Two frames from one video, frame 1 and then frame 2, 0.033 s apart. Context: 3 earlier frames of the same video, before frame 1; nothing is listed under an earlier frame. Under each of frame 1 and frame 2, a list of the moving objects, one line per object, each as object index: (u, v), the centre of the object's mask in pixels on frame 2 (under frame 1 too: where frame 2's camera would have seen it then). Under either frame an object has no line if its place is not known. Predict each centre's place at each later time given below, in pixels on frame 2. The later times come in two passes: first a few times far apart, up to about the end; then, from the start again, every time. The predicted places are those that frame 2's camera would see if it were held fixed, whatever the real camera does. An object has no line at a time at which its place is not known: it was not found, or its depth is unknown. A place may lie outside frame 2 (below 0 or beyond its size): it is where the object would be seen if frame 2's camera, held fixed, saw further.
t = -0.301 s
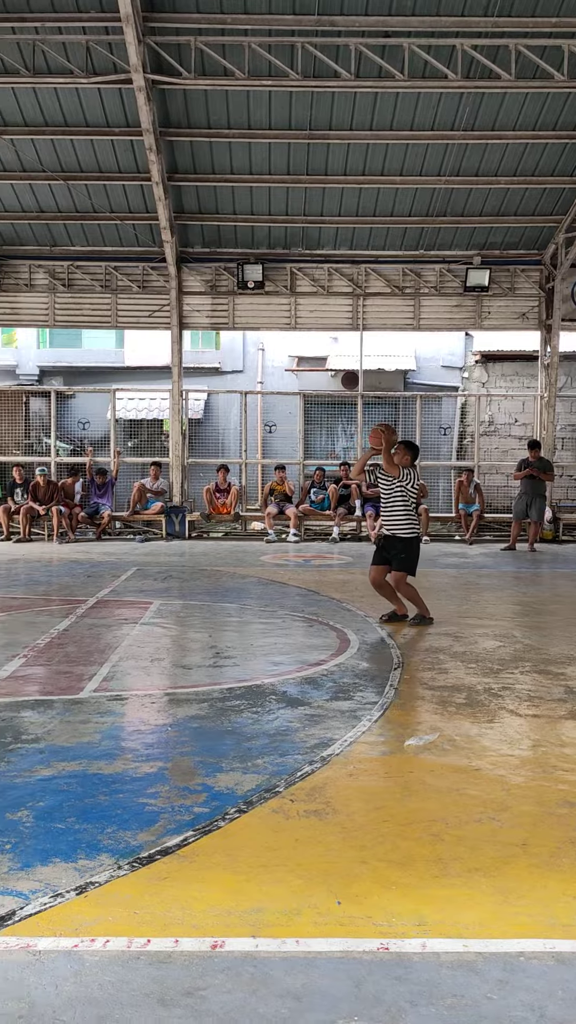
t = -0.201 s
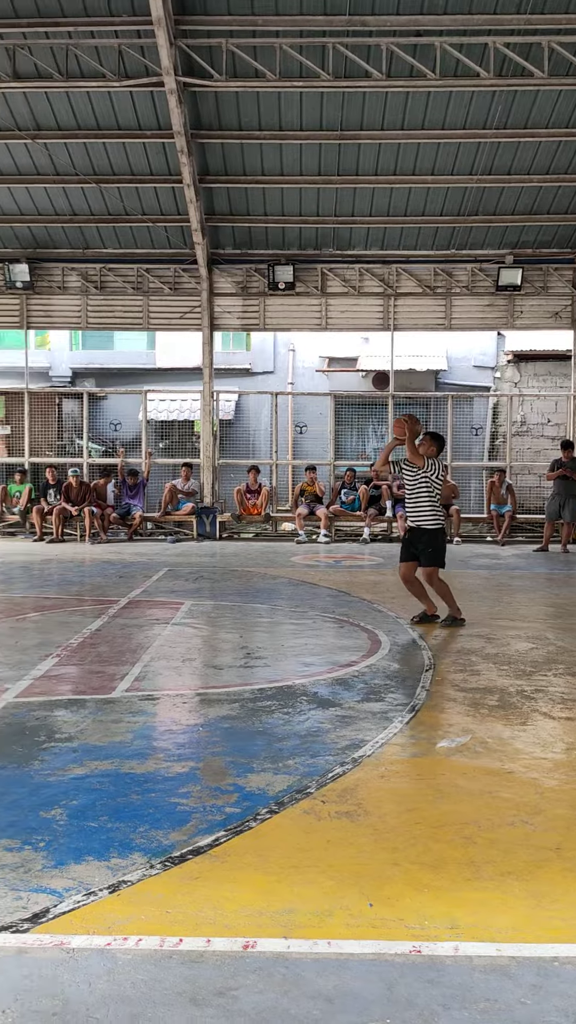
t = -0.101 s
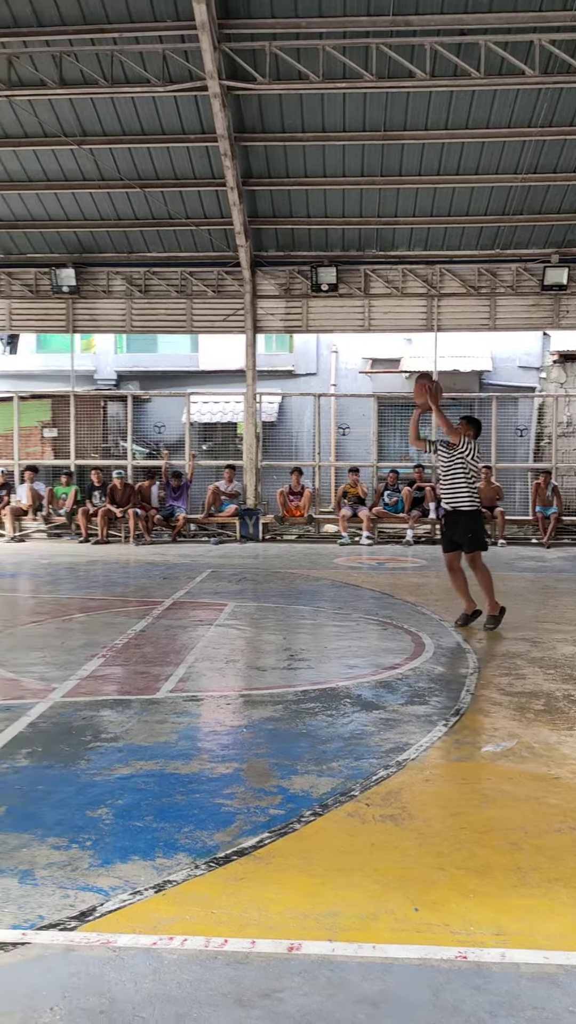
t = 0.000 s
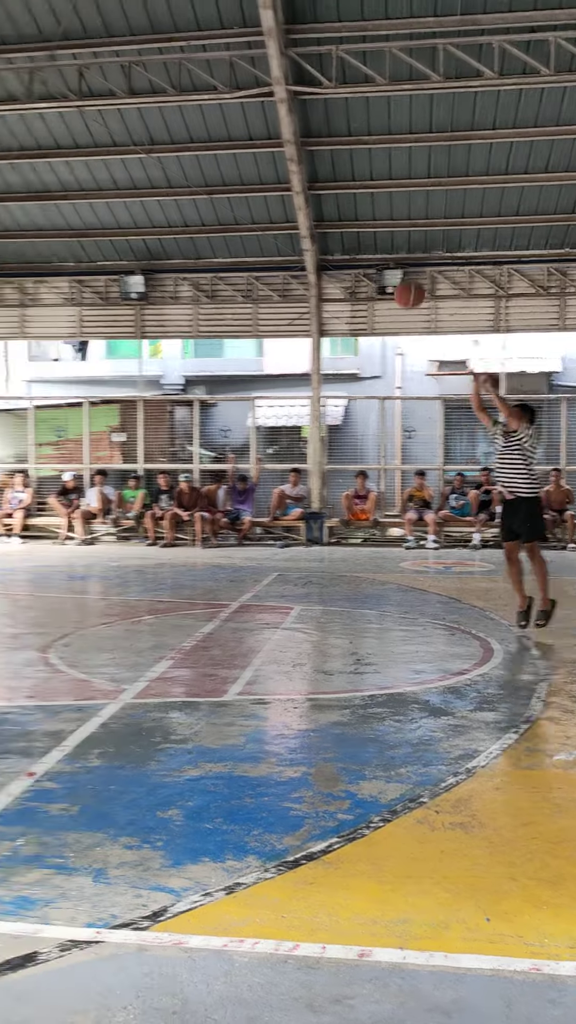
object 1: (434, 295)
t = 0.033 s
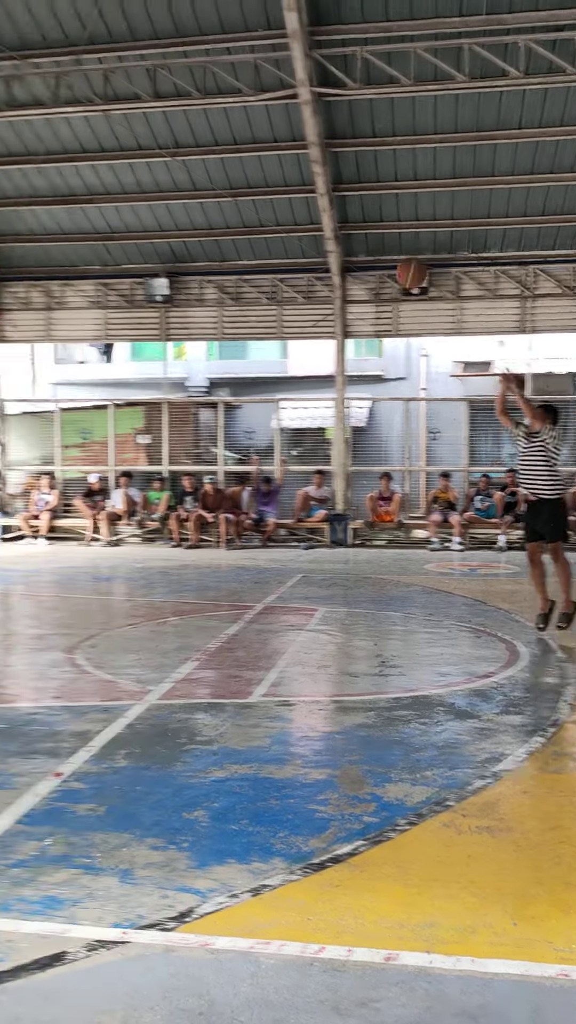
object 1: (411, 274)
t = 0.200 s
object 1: (302, 183)
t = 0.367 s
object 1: (196, 130)
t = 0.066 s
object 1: (389, 253)
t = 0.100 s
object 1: (366, 235)
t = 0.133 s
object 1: (346, 216)
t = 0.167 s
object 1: (324, 198)
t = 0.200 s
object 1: (302, 183)
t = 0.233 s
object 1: (281, 169)
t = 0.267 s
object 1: (260, 157)
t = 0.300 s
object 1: (238, 145)
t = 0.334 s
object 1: (217, 137)
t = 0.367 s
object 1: (196, 130)
